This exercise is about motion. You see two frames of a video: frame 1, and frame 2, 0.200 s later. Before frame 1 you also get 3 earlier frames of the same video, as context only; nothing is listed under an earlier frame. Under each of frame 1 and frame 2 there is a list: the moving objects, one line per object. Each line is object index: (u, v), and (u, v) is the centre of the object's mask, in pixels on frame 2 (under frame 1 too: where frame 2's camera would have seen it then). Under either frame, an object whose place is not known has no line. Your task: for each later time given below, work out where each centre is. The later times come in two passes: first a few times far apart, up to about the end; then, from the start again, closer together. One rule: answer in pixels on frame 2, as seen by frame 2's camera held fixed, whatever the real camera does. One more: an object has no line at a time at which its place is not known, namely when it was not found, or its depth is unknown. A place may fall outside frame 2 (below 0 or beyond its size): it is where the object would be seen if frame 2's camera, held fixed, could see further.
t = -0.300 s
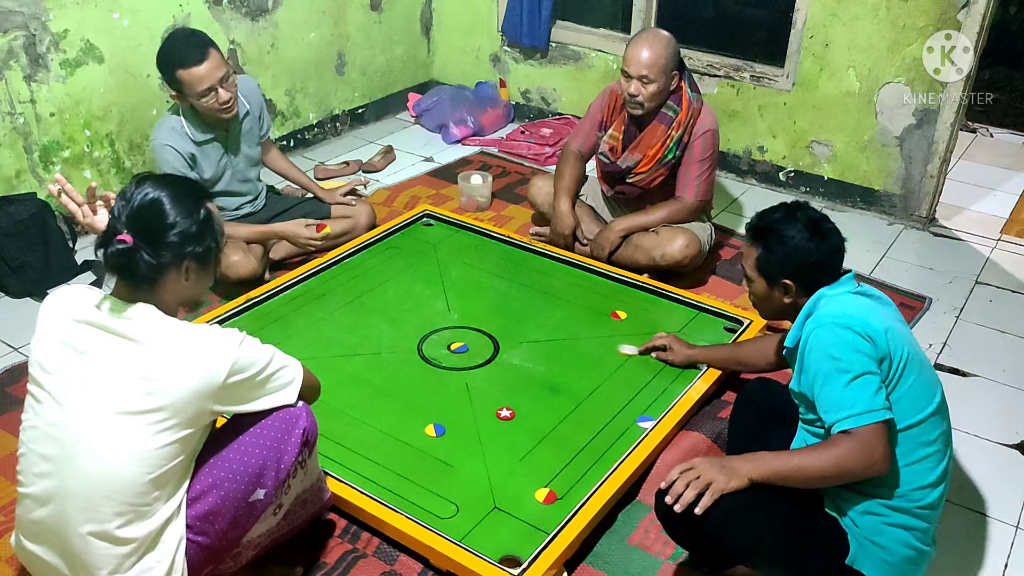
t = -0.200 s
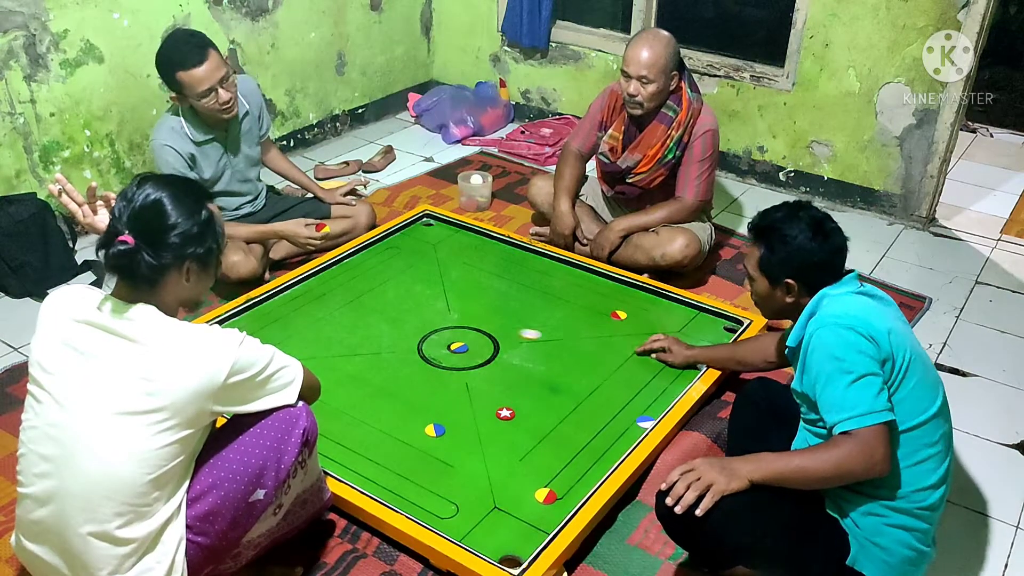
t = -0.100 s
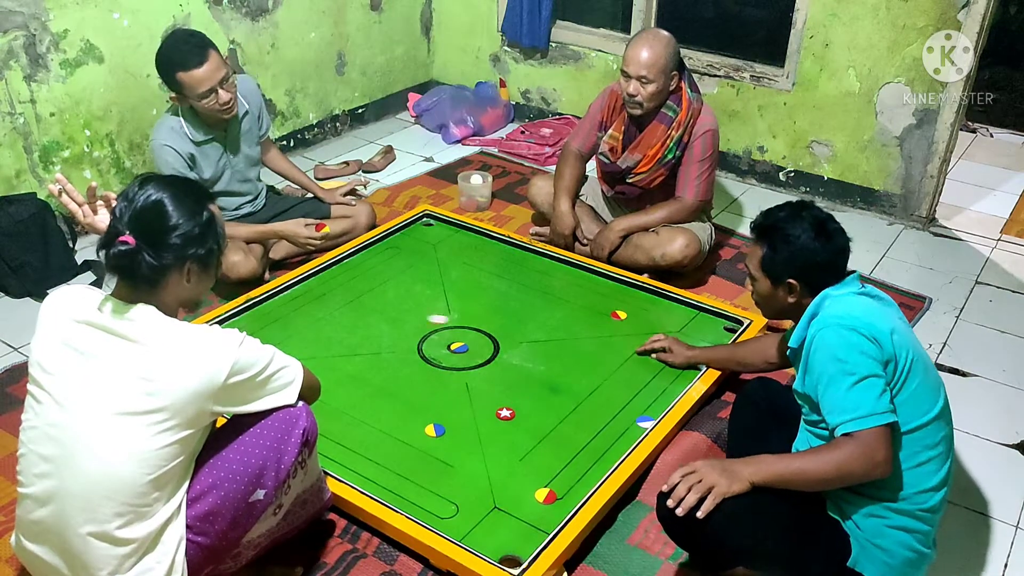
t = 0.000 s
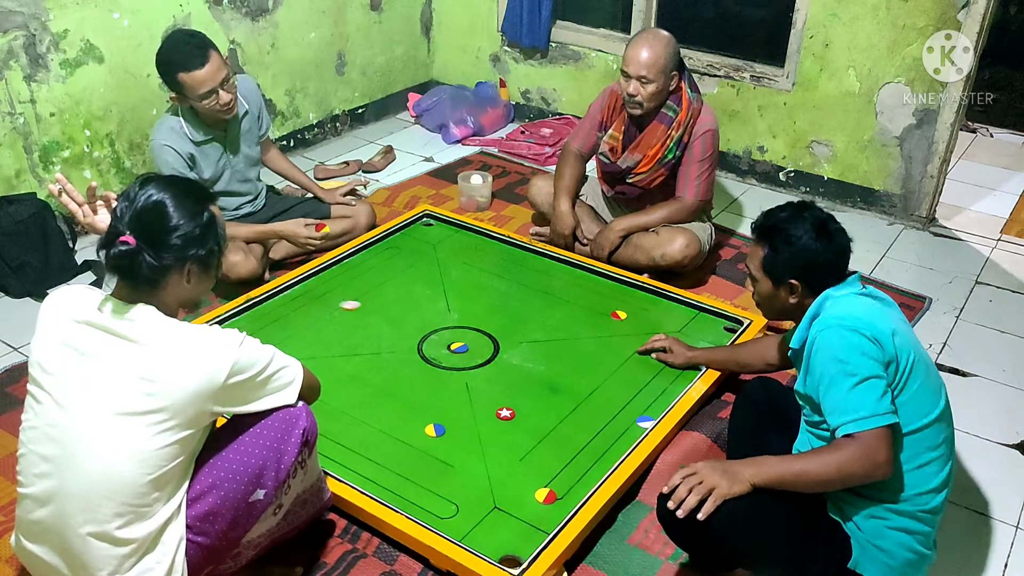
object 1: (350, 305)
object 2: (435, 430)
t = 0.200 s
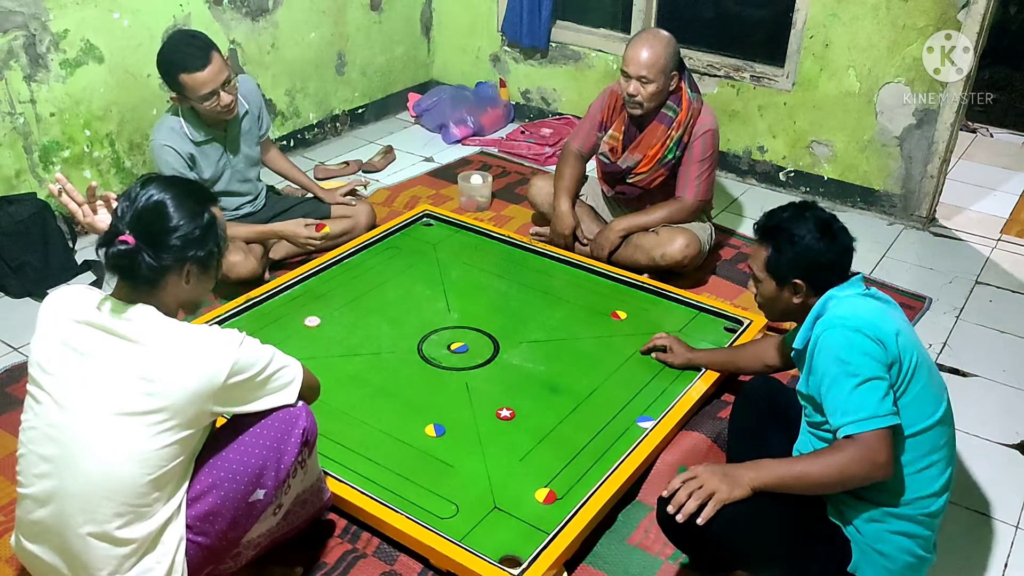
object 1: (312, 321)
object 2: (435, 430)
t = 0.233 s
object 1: (319, 329)
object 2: (435, 430)
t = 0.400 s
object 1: (358, 368)
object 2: (435, 430)
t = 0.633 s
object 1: (415, 429)
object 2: (439, 431)
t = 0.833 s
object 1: (399, 474)
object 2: (516, 447)
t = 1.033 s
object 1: (415, 495)
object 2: (591, 463)
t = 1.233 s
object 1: (461, 485)
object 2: (582, 447)
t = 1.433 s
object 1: (497, 477)
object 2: (558, 426)
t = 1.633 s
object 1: (523, 472)
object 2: (537, 408)
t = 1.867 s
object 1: (550, 468)
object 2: (516, 390)
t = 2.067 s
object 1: (571, 465)
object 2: (501, 377)
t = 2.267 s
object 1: (589, 463)
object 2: (489, 366)
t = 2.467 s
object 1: (606, 462)
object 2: (480, 356)
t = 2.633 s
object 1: (608, 456)
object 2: (476, 350)
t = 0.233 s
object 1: (319, 329)
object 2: (435, 430)
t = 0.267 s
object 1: (326, 336)
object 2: (435, 430)
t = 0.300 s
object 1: (334, 344)
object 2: (435, 430)
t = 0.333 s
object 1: (342, 352)
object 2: (435, 430)
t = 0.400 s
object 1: (358, 368)
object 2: (435, 430)
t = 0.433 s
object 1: (366, 376)
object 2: (435, 430)
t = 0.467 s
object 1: (375, 385)
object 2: (435, 430)
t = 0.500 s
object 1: (384, 394)
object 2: (435, 430)
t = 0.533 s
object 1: (393, 402)
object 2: (435, 430)
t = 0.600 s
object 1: (410, 421)
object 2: (435, 430)
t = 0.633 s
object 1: (415, 429)
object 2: (439, 431)
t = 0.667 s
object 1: (412, 436)
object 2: (452, 434)
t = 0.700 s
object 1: (410, 444)
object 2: (465, 436)
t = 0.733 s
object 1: (407, 451)
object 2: (477, 439)
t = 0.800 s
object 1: (402, 467)
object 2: (503, 444)
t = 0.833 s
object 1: (399, 474)
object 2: (516, 447)
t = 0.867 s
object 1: (396, 483)
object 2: (528, 449)
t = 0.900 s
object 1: (393, 490)
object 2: (541, 452)
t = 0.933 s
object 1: (390, 497)
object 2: (553, 455)
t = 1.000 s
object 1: (406, 496)
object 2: (579, 460)
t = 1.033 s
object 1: (415, 495)
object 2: (591, 463)
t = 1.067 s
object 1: (423, 493)
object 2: (603, 465)
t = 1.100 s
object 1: (432, 491)
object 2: (601, 462)
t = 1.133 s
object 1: (440, 490)
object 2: (595, 458)
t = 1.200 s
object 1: (454, 487)
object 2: (586, 451)
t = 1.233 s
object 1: (461, 485)
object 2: (582, 447)
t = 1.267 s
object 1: (468, 484)
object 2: (577, 443)
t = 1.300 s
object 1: (475, 482)
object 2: (573, 440)
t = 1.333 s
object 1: (481, 481)
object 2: (569, 436)
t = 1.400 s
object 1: (492, 478)
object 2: (561, 429)
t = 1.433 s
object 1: (497, 477)
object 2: (558, 426)
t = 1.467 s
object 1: (501, 476)
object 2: (554, 423)
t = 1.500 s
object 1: (506, 475)
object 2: (550, 420)
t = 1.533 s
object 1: (510, 475)
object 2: (547, 417)
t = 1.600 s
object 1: (519, 473)
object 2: (540, 411)
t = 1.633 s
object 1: (523, 472)
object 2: (537, 408)
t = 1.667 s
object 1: (527, 472)
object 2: (534, 405)
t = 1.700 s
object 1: (531, 471)
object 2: (530, 403)
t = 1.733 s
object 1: (535, 470)
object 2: (528, 400)
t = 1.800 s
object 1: (543, 469)
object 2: (522, 395)
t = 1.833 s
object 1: (546, 468)
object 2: (519, 392)
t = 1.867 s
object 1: (550, 468)
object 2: (516, 390)
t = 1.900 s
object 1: (553, 467)
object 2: (513, 388)
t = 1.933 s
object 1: (557, 467)
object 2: (511, 386)
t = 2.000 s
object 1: (564, 466)
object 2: (506, 381)
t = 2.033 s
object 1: (567, 465)
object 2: (503, 379)
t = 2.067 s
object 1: (571, 465)
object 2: (501, 377)
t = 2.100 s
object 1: (574, 464)
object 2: (499, 375)
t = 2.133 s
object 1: (577, 464)
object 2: (496, 373)
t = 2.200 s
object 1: (583, 463)
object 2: (492, 369)
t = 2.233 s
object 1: (586, 463)
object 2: (490, 367)
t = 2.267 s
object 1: (589, 463)
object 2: (489, 366)
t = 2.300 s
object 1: (592, 463)
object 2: (487, 364)
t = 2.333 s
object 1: (595, 462)
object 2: (486, 362)
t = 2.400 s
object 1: (601, 462)
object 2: (483, 359)
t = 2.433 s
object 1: (603, 462)
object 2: (482, 358)
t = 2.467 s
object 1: (606, 462)
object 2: (480, 356)
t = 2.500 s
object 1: (608, 461)
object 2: (480, 355)
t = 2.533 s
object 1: (608, 460)
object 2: (478, 353)
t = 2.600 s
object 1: (608, 457)
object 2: (476, 351)
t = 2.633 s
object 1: (608, 456)
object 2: (476, 350)
